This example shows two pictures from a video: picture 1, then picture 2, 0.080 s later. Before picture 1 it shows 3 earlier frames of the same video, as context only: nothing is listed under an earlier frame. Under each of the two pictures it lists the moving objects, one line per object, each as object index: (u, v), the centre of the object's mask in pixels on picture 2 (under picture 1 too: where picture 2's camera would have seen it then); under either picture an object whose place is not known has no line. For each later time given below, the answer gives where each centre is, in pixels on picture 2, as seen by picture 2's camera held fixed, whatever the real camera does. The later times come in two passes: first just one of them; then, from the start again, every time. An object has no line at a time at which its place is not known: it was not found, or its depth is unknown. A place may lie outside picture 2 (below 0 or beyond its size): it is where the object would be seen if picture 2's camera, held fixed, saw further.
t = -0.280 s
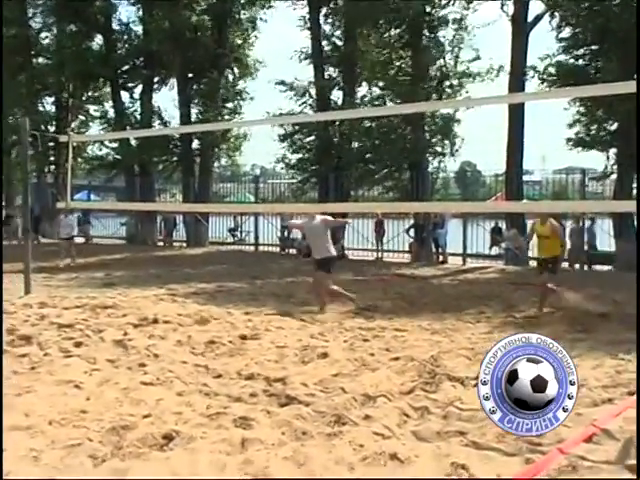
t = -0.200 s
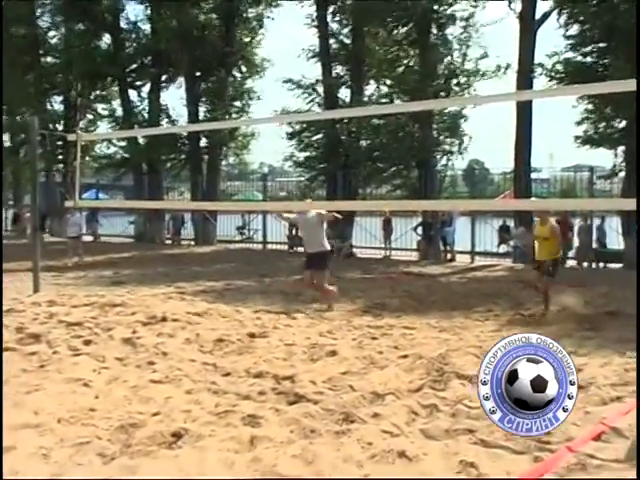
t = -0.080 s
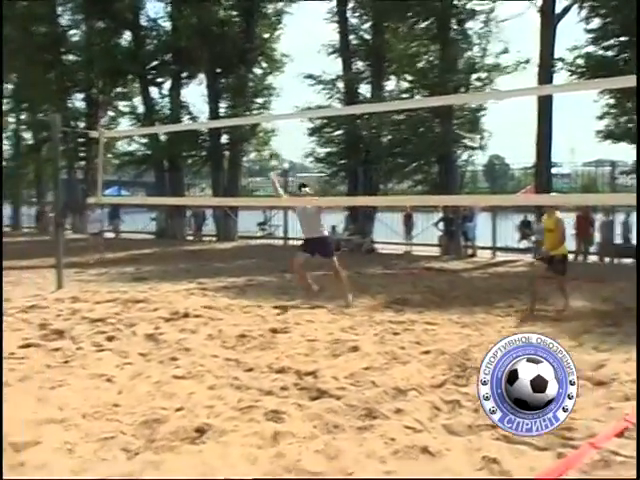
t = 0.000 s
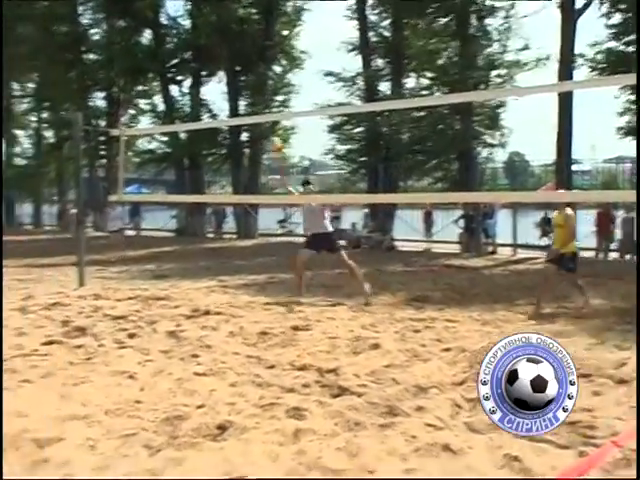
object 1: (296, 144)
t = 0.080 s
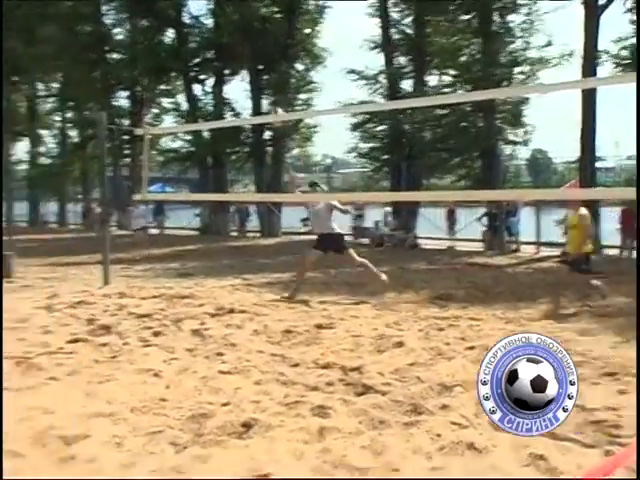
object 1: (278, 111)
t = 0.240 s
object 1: (228, 69)
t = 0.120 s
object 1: (267, 104)
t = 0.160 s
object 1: (256, 93)
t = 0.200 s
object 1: (242, 81)
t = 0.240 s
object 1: (228, 69)
